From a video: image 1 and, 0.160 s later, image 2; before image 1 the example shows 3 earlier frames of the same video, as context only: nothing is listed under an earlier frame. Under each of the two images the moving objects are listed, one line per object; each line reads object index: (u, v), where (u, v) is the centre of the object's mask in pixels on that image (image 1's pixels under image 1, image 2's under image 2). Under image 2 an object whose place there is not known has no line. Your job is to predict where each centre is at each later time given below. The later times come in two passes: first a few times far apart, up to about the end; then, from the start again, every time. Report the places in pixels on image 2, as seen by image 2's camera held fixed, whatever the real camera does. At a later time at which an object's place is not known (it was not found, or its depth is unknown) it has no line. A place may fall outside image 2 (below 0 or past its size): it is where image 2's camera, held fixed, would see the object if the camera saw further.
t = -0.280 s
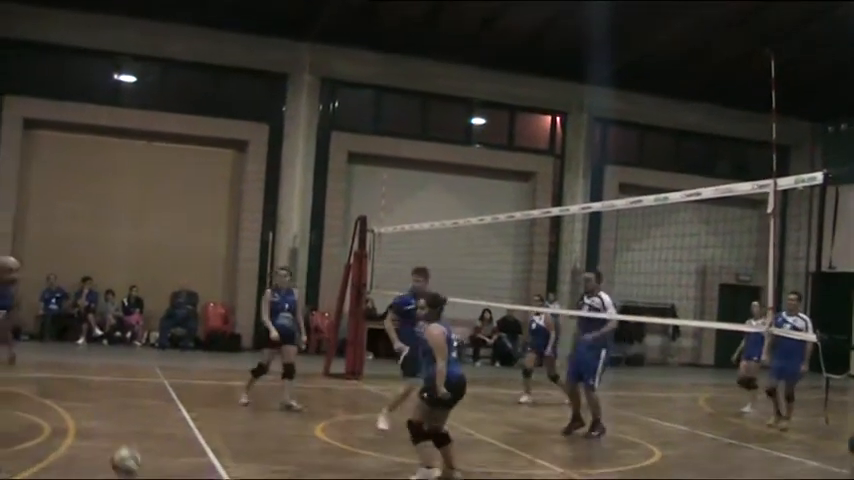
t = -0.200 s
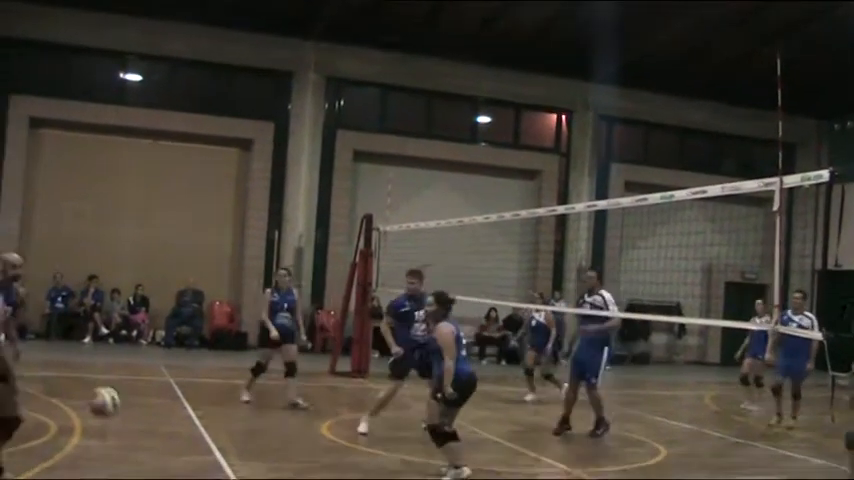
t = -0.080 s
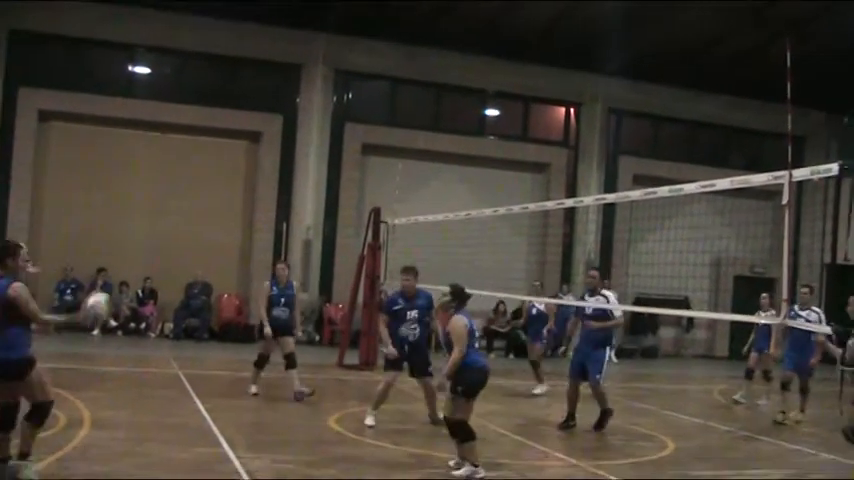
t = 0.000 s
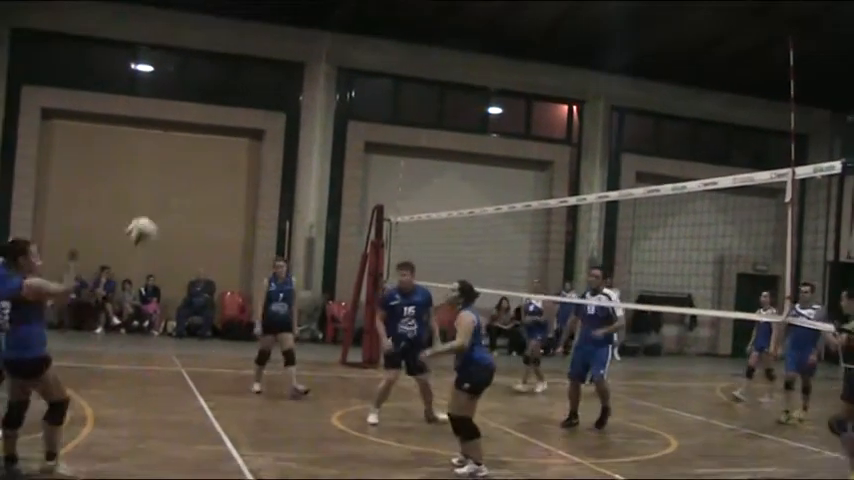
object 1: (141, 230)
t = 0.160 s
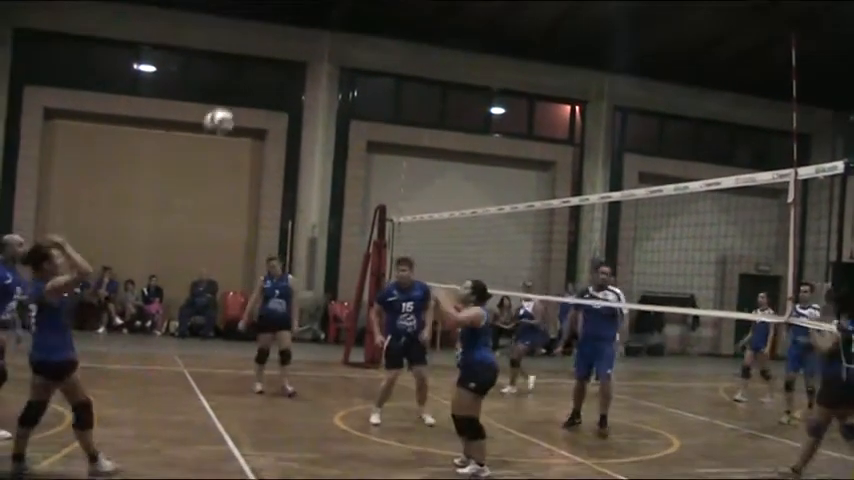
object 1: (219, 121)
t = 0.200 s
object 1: (235, 102)
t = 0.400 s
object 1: (313, 38)
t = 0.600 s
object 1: (376, 26)
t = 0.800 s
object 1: (431, 55)
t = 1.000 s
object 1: (477, 124)
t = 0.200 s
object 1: (235, 102)
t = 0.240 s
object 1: (252, 85)
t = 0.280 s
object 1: (268, 70)
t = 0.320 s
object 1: (284, 56)
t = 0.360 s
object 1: (298, 46)
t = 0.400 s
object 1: (313, 38)
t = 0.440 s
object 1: (325, 32)
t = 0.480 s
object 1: (339, 27)
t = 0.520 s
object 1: (353, 24)
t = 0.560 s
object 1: (364, 25)
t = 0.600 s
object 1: (376, 26)
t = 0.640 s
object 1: (387, 29)
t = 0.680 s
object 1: (399, 33)
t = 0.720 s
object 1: (410, 38)
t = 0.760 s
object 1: (421, 47)
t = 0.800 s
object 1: (431, 55)
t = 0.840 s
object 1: (440, 65)
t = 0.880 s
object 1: (450, 79)
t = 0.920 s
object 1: (460, 93)
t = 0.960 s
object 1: (468, 108)
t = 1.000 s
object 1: (477, 124)
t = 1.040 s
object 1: (486, 141)
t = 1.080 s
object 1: (493, 160)
